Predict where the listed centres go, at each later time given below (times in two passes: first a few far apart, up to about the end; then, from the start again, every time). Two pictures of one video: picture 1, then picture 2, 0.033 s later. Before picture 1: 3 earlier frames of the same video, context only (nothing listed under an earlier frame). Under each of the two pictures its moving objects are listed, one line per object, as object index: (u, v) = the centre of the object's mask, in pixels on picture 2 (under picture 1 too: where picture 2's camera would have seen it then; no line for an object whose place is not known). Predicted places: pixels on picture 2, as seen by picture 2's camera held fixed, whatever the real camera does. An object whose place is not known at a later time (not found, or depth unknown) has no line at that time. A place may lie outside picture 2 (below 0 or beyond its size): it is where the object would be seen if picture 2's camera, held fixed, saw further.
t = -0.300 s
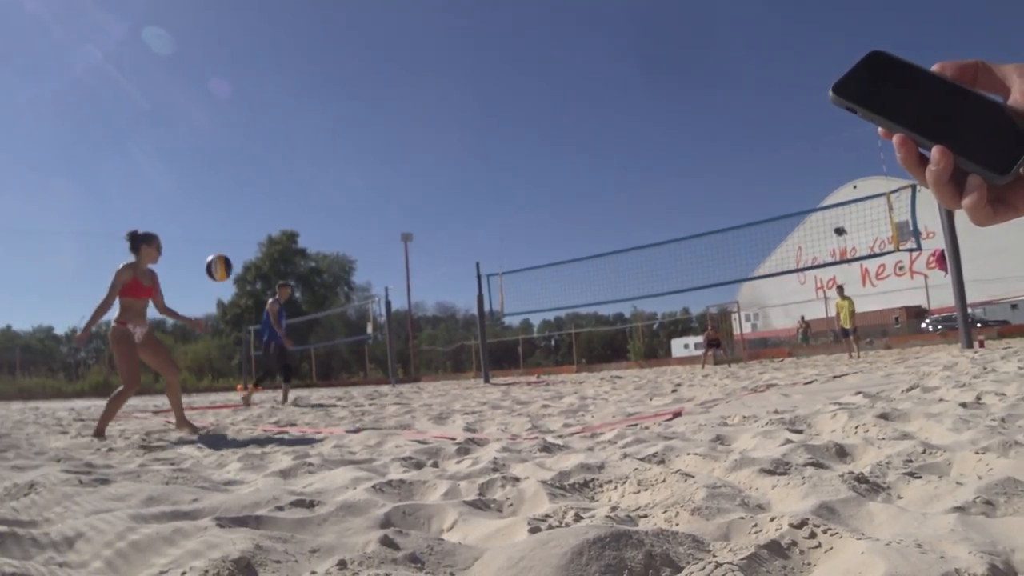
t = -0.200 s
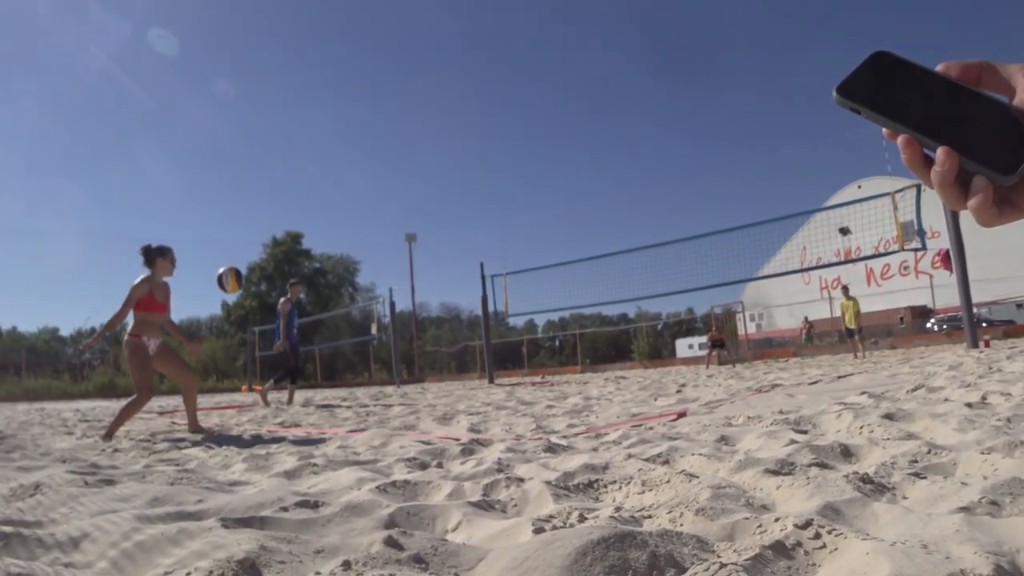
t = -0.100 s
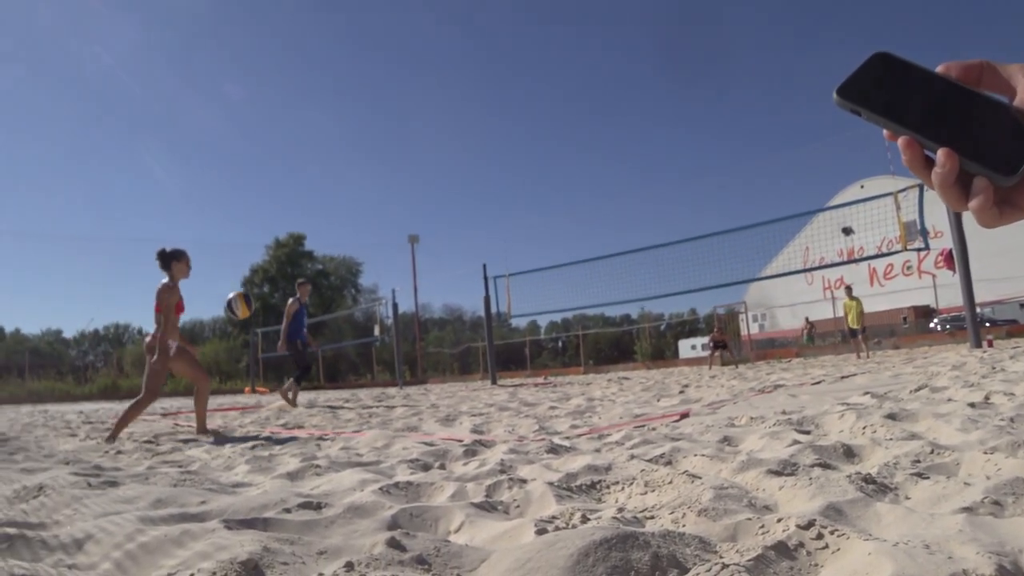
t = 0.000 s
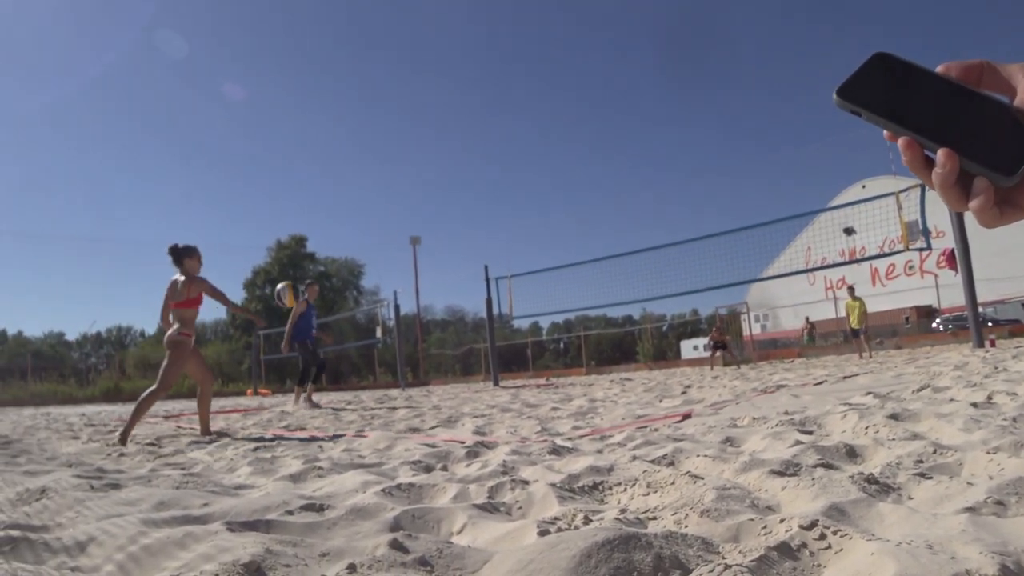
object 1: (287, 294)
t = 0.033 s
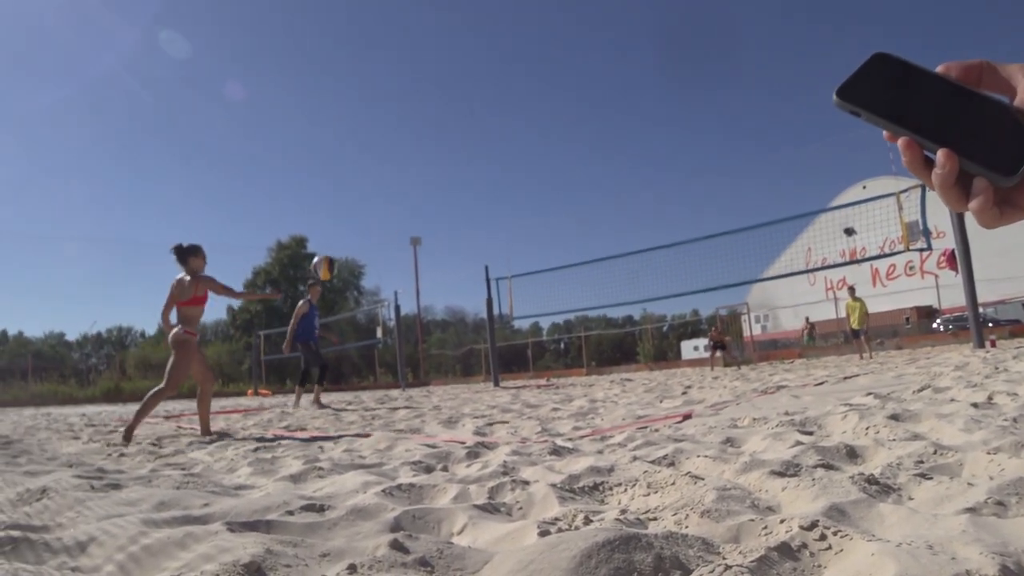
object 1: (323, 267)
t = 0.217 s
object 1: (471, 170)
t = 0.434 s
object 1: (580, 135)
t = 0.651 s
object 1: (650, 144)
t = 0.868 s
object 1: (701, 177)
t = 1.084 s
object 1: (739, 225)
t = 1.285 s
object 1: (767, 279)
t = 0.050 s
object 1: (341, 254)
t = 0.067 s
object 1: (357, 243)
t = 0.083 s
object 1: (372, 232)
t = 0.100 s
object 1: (386, 222)
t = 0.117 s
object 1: (400, 213)
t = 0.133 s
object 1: (413, 204)
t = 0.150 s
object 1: (426, 196)
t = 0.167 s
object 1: (438, 189)
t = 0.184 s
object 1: (450, 182)
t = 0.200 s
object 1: (460, 176)
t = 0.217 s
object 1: (471, 170)
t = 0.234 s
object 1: (482, 165)
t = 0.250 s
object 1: (491, 161)
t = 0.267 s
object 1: (501, 157)
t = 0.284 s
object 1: (510, 152)
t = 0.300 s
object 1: (519, 150)
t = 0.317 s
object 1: (528, 146)
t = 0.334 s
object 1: (536, 144)
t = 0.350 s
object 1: (544, 142)
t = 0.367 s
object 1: (551, 140)
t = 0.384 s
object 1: (559, 138)
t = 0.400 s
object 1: (566, 137)
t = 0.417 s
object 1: (573, 135)
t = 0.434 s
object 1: (580, 135)
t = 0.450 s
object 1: (586, 135)
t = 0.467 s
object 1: (592, 134)
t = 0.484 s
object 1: (599, 134)
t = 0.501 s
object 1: (604, 134)
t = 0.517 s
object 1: (610, 135)
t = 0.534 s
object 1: (616, 136)
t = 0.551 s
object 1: (621, 136)
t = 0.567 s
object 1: (626, 137)
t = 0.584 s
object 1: (631, 138)
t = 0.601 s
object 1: (636, 140)
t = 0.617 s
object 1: (641, 141)
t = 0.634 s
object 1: (646, 142)
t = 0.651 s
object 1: (650, 144)
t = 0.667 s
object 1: (655, 146)
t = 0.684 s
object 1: (659, 148)
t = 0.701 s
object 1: (663, 150)
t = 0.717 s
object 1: (668, 153)
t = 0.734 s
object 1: (672, 155)
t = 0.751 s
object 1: (676, 157)
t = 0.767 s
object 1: (679, 160)
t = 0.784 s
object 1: (683, 162)
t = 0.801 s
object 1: (687, 166)
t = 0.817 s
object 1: (690, 168)
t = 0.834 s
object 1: (694, 172)
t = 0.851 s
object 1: (697, 174)
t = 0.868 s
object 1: (701, 177)
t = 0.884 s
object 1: (704, 181)
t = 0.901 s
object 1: (707, 184)
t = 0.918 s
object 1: (710, 187)
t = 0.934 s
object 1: (713, 191)
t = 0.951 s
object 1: (716, 194)
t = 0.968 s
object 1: (719, 198)
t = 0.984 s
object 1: (723, 202)
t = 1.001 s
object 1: (725, 205)
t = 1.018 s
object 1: (728, 209)
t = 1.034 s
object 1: (731, 213)
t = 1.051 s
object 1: (733, 217)
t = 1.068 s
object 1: (736, 221)
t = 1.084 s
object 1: (739, 225)
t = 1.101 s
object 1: (742, 230)
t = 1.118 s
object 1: (744, 235)
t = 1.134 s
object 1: (747, 238)
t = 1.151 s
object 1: (749, 243)
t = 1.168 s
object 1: (751, 247)
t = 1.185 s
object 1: (754, 251)
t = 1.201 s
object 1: (756, 256)
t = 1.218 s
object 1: (758, 261)
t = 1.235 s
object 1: (760, 265)
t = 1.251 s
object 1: (763, 270)
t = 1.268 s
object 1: (765, 275)
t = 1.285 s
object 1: (767, 279)
